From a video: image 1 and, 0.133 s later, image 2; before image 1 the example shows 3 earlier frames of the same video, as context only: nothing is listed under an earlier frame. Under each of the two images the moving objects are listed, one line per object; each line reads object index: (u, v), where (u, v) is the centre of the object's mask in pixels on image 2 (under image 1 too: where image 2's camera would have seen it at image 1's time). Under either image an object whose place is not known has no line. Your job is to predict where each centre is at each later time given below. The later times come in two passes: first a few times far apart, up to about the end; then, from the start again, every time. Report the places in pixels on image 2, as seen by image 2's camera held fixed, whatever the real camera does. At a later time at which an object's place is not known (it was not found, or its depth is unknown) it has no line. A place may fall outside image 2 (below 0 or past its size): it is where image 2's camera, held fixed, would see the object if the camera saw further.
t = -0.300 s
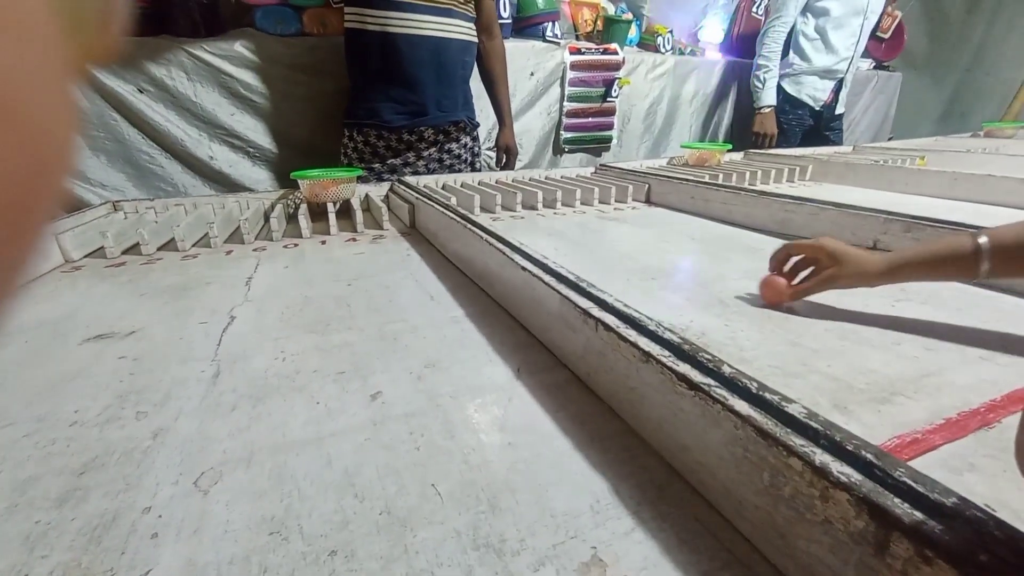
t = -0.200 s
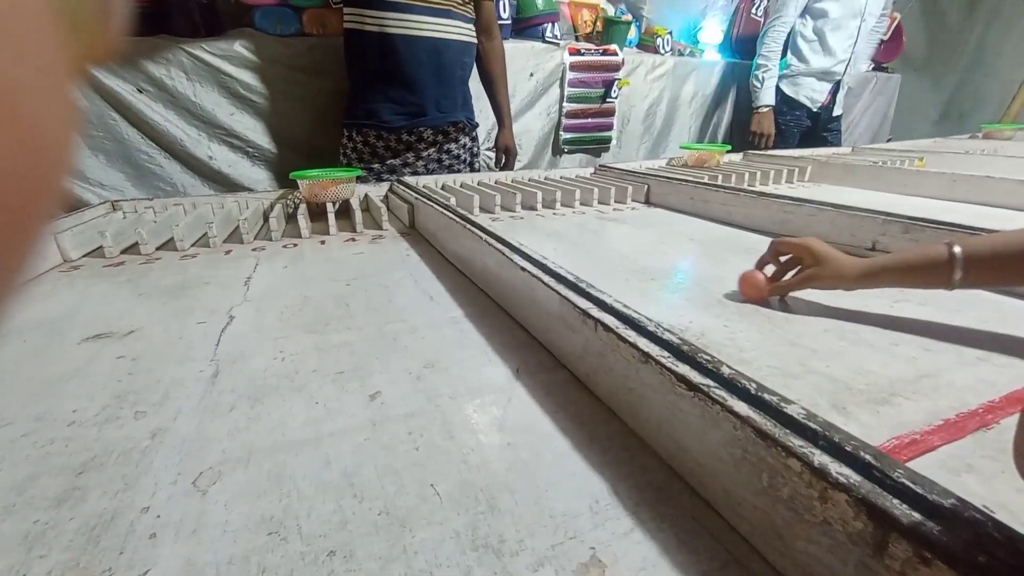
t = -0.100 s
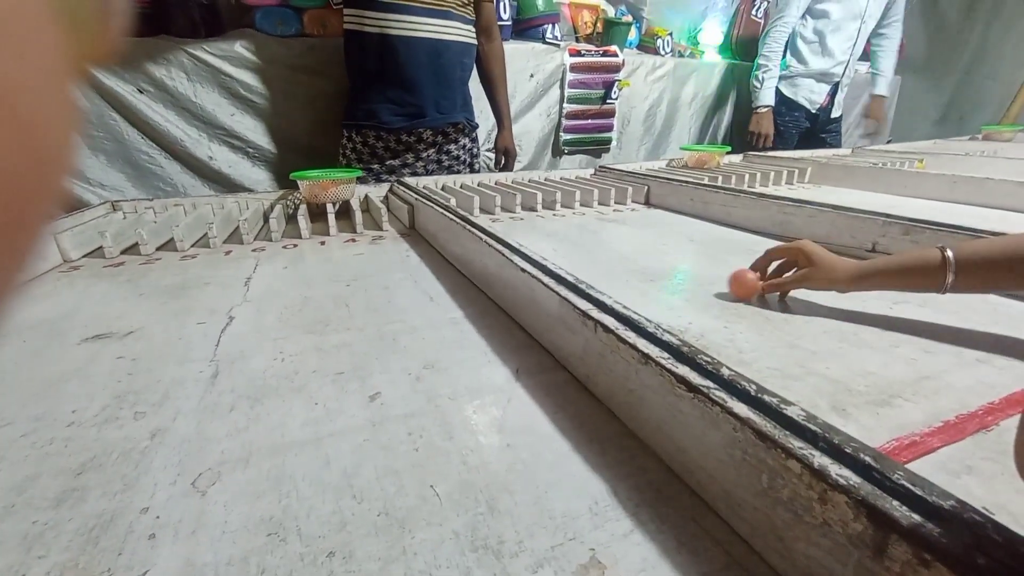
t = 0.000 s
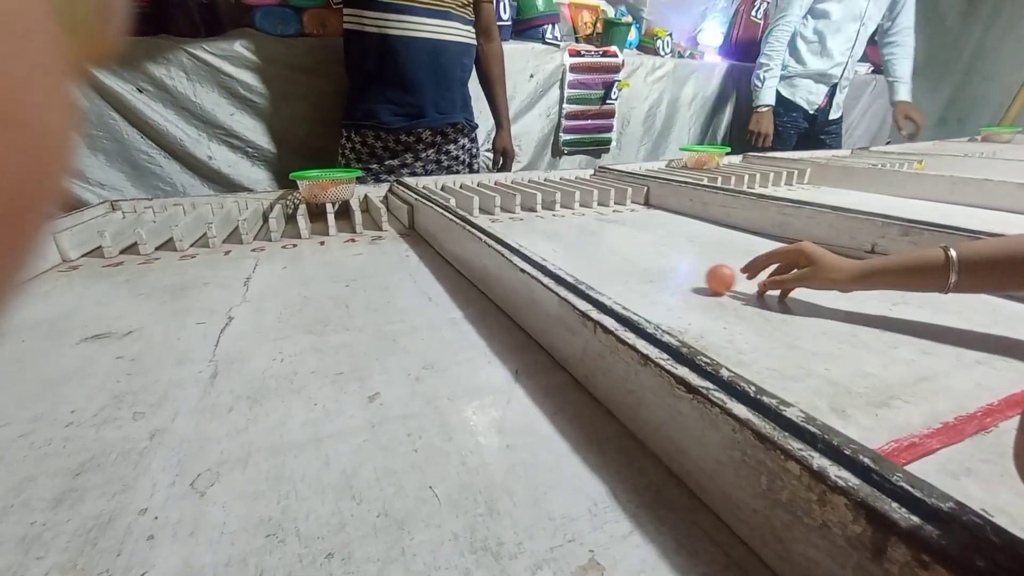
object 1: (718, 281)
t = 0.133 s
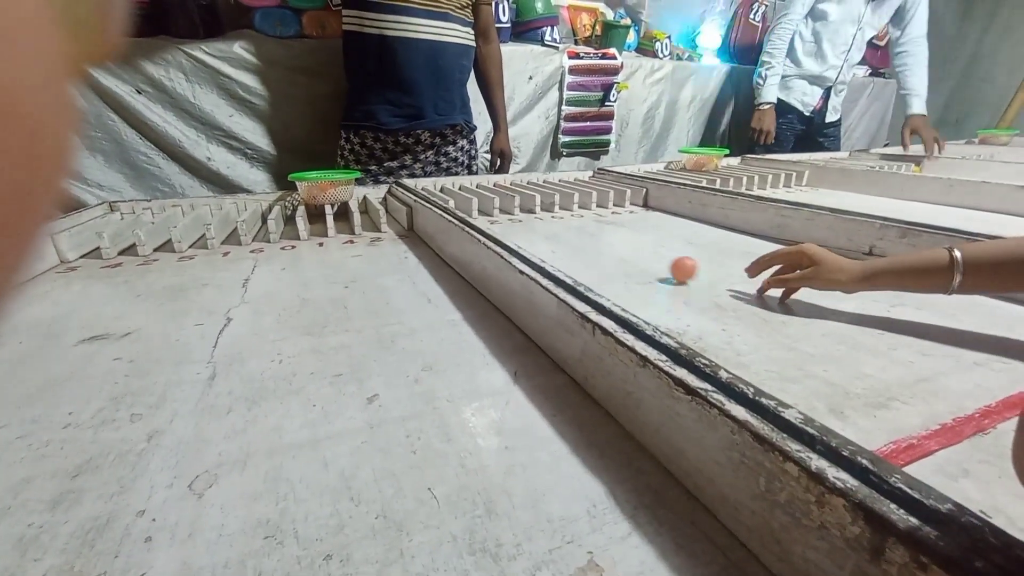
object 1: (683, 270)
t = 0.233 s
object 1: (657, 259)
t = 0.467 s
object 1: (595, 233)
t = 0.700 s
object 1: (545, 210)
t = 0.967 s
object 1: (580, 215)
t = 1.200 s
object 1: (590, 211)
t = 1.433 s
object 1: (588, 205)
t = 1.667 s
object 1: (583, 205)
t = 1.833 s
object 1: (585, 204)
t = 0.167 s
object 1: (675, 266)
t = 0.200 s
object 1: (666, 262)
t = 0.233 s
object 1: (657, 259)
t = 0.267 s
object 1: (647, 255)
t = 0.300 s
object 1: (637, 252)
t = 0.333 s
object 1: (629, 248)
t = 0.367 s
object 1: (620, 244)
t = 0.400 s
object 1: (612, 241)
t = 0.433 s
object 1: (603, 237)
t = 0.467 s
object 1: (595, 233)
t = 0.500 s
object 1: (587, 230)
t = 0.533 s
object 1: (580, 225)
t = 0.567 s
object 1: (572, 223)
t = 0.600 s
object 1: (565, 219)
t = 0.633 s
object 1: (559, 215)
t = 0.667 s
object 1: (552, 212)
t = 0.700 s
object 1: (545, 210)
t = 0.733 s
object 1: (541, 208)
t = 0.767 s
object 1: (546, 207)
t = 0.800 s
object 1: (555, 211)
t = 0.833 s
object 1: (563, 211)
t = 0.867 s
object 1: (570, 212)
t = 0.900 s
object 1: (574, 214)
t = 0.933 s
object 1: (577, 215)
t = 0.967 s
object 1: (580, 215)
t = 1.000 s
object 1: (582, 215)
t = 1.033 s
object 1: (584, 214)
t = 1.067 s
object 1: (586, 214)
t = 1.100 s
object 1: (586, 214)
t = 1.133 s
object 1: (588, 213)
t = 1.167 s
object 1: (588, 212)
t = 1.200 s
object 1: (590, 211)
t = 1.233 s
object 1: (590, 210)
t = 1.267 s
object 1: (591, 209)
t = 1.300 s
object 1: (591, 209)
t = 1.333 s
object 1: (590, 207)
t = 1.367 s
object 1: (591, 206)
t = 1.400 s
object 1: (590, 205)
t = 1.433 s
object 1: (588, 205)
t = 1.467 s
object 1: (585, 205)
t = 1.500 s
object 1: (583, 205)
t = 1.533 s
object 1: (583, 205)
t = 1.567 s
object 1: (583, 205)
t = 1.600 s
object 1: (583, 205)
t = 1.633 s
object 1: (583, 205)
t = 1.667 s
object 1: (583, 205)
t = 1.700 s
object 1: (582, 205)
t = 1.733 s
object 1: (583, 204)
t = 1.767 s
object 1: (584, 205)
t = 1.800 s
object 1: (584, 204)
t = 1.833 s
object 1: (585, 204)
